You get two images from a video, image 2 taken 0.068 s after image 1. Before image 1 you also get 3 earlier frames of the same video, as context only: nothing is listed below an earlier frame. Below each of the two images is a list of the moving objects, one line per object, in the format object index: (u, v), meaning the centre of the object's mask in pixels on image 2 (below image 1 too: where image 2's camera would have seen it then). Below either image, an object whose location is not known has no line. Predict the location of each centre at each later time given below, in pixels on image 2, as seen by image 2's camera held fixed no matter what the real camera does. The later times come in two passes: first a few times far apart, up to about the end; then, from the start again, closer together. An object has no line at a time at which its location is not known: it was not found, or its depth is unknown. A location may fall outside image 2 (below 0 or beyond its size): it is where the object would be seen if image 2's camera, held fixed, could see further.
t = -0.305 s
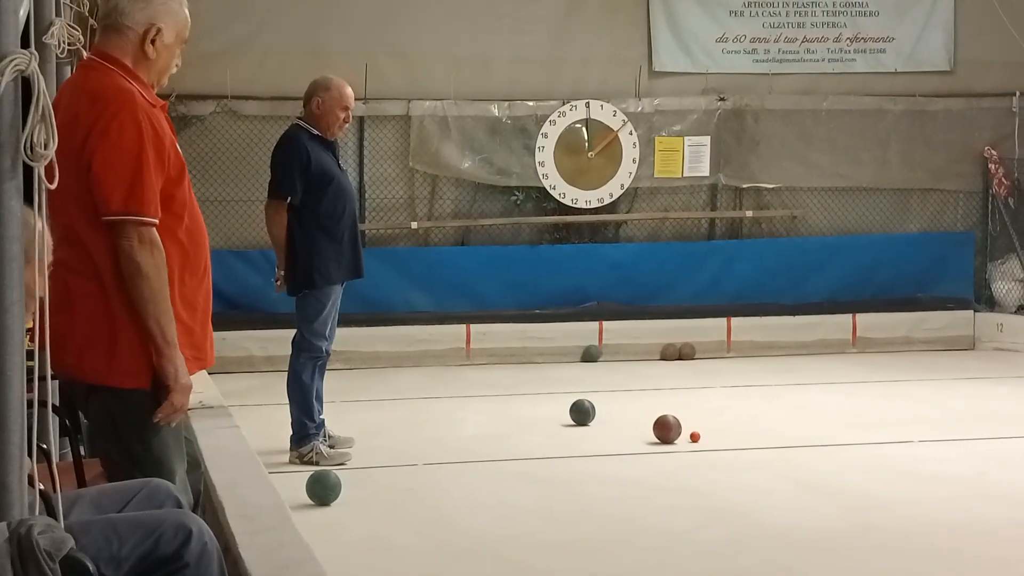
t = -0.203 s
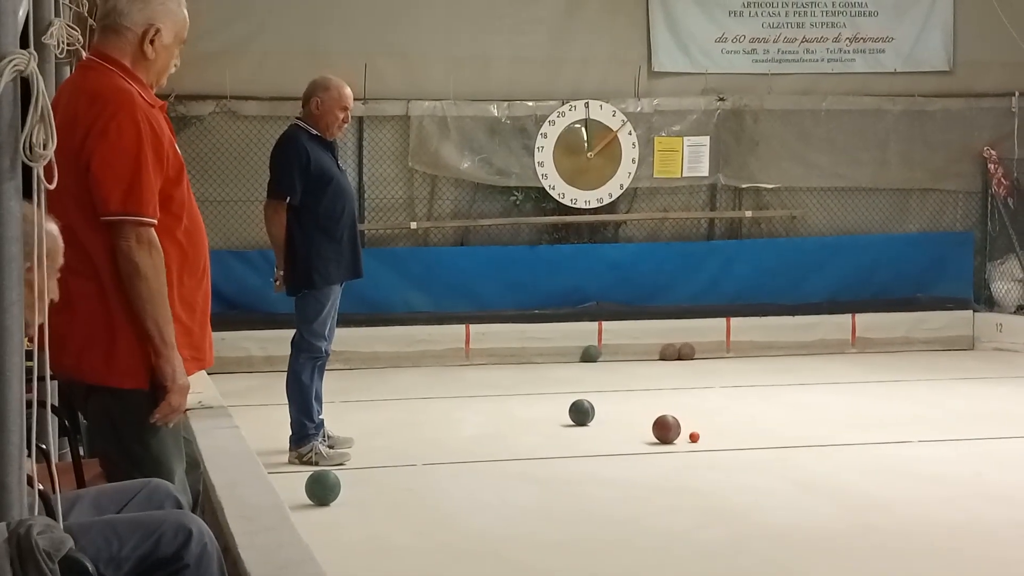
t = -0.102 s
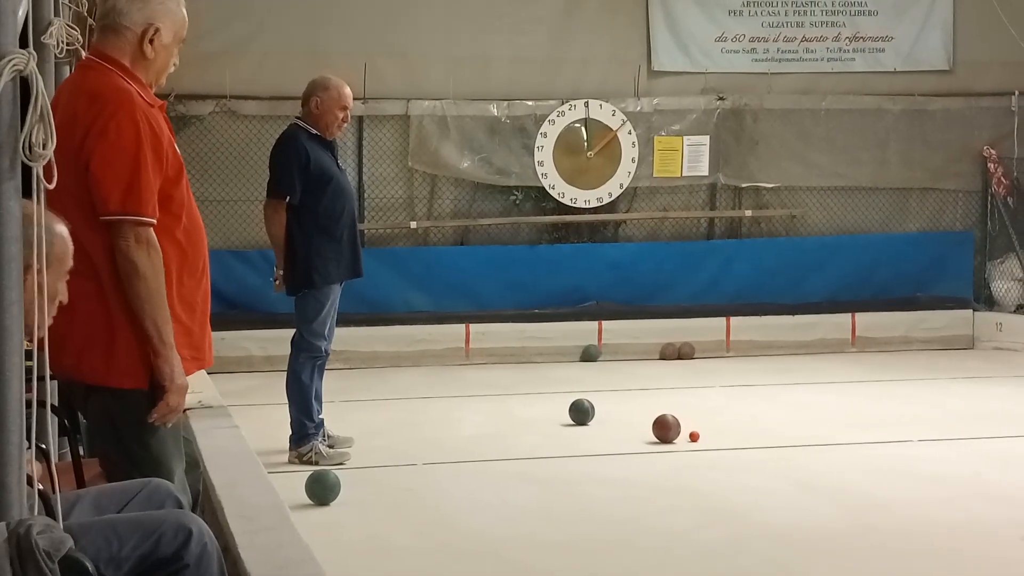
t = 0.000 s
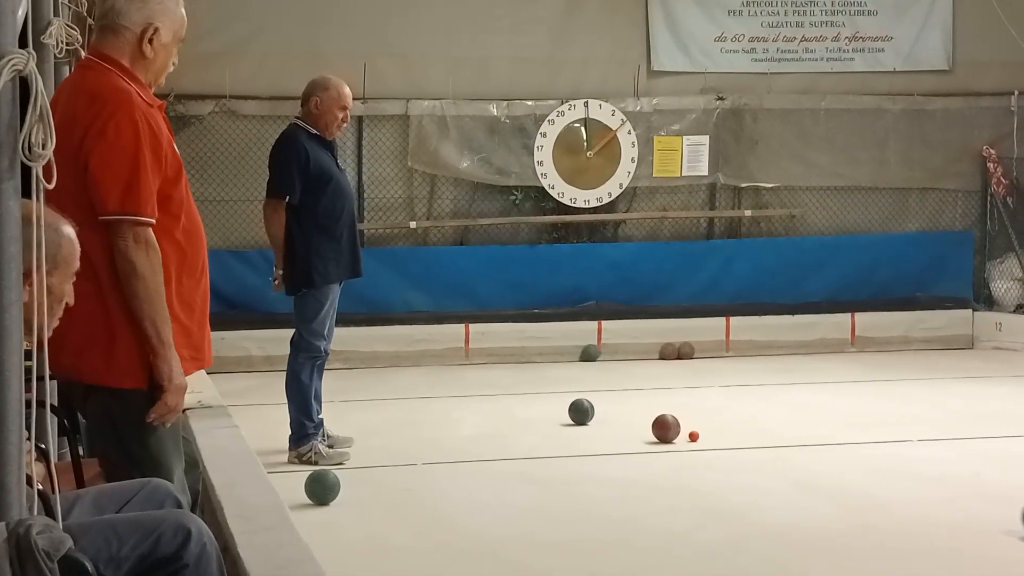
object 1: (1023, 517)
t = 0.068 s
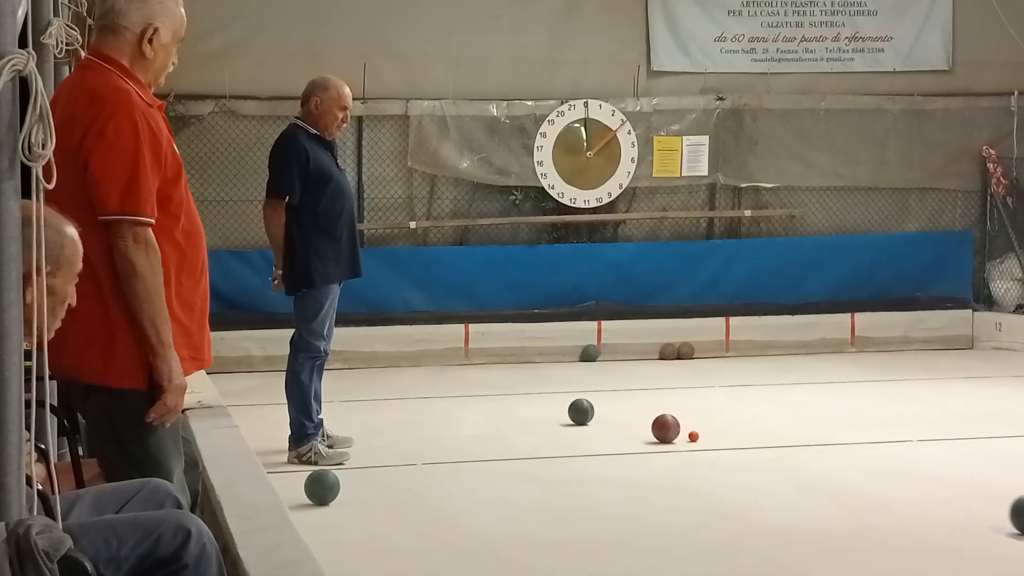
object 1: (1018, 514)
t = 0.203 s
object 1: (1005, 507)
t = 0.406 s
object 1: (972, 498)
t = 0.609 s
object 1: (942, 489)
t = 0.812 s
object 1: (915, 481)
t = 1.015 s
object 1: (891, 474)
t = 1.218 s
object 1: (868, 467)
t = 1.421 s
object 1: (847, 462)
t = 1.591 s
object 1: (831, 457)
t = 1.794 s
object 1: (814, 452)
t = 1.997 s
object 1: (798, 447)
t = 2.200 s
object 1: (783, 443)
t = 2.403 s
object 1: (770, 439)
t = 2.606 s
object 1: (757, 436)
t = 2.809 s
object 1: (746, 433)
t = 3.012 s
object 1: (736, 431)
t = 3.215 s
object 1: (727, 428)
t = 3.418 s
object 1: (719, 426)
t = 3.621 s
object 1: (713, 424)
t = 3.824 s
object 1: (707, 422)
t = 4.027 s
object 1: (703, 421)
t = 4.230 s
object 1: (699, 420)
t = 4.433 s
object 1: (695, 419)
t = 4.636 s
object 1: (691, 418)
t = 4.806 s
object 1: (689, 418)
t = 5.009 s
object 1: (687, 417)
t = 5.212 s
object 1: (685, 416)
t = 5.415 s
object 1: (684, 416)
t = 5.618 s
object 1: (683, 416)
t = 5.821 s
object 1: (683, 416)
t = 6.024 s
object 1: (683, 416)
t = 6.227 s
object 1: (683, 416)
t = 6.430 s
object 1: (683, 416)
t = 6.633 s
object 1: (683, 416)
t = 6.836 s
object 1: (683, 415)
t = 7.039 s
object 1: (683, 416)
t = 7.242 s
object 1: (683, 416)
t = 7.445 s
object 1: (683, 416)
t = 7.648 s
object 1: (683, 416)
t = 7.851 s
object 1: (683, 416)
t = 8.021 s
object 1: (683, 416)
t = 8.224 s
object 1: (683, 416)
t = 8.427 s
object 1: (683, 416)
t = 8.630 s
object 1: (684, 416)
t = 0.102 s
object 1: (1015, 512)
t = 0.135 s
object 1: (1012, 511)
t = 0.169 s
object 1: (1009, 509)
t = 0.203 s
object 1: (1005, 507)
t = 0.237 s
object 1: (999, 506)
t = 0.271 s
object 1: (993, 504)
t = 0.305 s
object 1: (988, 503)
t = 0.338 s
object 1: (982, 501)
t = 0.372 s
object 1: (977, 499)
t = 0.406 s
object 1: (972, 498)
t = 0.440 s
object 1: (967, 496)
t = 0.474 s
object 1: (962, 495)
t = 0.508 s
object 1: (957, 493)
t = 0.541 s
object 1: (952, 492)
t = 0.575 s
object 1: (947, 491)
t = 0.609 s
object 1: (942, 489)
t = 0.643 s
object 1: (938, 488)
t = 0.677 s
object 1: (933, 486)
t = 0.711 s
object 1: (928, 485)
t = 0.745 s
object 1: (924, 483)
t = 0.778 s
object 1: (919, 482)
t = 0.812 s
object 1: (915, 481)
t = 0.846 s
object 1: (911, 480)
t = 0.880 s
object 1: (906, 479)
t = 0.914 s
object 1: (902, 478)
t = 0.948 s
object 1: (898, 476)
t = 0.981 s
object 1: (894, 475)
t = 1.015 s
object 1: (891, 474)
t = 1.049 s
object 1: (887, 473)
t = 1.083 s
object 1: (882, 472)
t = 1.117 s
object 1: (879, 471)
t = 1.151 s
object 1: (875, 469)
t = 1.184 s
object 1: (871, 469)
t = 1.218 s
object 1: (868, 467)
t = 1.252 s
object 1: (864, 466)
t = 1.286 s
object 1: (861, 465)
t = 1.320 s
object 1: (857, 464)
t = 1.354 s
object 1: (854, 464)
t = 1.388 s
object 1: (850, 463)
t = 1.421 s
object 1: (847, 462)
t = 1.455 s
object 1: (844, 461)
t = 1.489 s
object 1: (841, 460)
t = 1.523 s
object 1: (837, 459)
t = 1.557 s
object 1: (834, 458)
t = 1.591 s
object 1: (831, 457)
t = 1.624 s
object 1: (828, 456)
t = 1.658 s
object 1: (825, 455)
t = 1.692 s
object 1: (823, 454)
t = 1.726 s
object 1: (820, 453)
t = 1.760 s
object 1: (817, 453)
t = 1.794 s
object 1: (814, 452)
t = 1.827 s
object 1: (811, 451)
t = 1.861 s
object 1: (809, 450)
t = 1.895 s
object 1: (806, 449)
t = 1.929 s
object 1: (803, 449)
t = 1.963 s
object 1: (800, 448)
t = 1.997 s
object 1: (798, 447)
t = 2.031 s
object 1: (795, 447)
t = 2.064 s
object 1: (793, 446)
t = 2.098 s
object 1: (790, 445)
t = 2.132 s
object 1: (788, 445)
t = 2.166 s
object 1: (785, 444)
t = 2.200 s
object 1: (783, 443)
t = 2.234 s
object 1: (781, 443)
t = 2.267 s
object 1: (778, 442)
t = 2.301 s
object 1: (776, 441)
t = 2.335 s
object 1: (774, 440)
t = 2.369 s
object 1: (772, 440)
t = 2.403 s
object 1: (770, 439)
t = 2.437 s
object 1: (767, 439)
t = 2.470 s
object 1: (765, 438)
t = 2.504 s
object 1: (763, 438)
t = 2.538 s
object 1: (761, 437)
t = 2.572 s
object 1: (759, 437)
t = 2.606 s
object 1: (757, 436)
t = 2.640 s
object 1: (755, 436)
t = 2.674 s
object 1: (753, 435)
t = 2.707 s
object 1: (751, 435)
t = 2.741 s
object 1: (750, 434)
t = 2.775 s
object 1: (748, 433)
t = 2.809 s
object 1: (746, 433)
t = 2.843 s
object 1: (745, 433)
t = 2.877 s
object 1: (743, 432)
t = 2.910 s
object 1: (741, 432)
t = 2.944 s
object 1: (740, 431)
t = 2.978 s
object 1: (738, 431)
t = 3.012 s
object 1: (736, 431)
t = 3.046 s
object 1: (735, 430)
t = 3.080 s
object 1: (733, 430)
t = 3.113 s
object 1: (732, 429)
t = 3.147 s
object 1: (730, 429)
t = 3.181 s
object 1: (729, 428)
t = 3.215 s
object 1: (727, 428)
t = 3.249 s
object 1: (726, 427)
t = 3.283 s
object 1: (724, 427)
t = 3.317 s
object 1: (723, 427)
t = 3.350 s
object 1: (722, 426)
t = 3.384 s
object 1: (721, 426)
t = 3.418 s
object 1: (719, 426)
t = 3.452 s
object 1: (718, 425)
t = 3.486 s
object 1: (717, 425)
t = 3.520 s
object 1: (716, 425)
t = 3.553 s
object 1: (715, 425)
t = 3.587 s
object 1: (714, 424)
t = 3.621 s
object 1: (713, 424)
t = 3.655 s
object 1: (712, 424)
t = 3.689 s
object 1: (711, 424)
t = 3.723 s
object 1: (710, 423)
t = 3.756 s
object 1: (709, 423)
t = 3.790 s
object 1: (708, 423)
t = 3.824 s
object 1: (707, 422)
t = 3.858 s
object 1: (707, 422)
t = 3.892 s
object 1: (706, 422)
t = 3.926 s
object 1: (705, 422)
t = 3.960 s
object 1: (704, 421)
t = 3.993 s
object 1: (704, 421)
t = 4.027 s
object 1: (703, 421)
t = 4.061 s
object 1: (702, 421)
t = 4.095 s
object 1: (702, 420)
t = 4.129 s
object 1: (701, 420)
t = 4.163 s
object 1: (700, 420)
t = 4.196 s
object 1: (699, 420)
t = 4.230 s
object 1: (699, 420)
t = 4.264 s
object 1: (698, 419)
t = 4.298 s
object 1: (698, 419)
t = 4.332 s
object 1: (697, 419)
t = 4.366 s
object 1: (696, 419)
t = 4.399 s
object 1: (695, 419)
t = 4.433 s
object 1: (695, 419)
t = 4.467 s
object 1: (694, 418)
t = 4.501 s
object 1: (693, 418)
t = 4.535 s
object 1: (693, 418)
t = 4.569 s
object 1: (692, 418)
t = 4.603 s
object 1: (692, 418)
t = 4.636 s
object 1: (691, 418)
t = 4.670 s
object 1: (691, 418)
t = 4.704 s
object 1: (690, 418)
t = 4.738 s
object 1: (690, 418)
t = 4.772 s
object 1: (689, 418)
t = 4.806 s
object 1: (689, 418)
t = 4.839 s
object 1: (689, 418)
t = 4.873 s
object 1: (688, 417)
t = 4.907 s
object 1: (688, 418)
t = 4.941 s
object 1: (687, 417)
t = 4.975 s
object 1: (687, 417)
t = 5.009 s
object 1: (687, 417)
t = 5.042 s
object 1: (686, 417)
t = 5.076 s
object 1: (686, 417)
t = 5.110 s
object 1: (686, 417)
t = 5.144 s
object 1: (686, 417)
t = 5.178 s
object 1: (685, 416)
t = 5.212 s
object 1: (685, 416)
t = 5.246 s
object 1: (685, 416)
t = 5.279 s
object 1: (684, 416)
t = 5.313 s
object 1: (684, 416)
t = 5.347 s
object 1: (684, 416)
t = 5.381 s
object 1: (684, 416)
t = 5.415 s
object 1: (684, 416)
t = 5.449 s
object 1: (684, 416)
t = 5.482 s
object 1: (684, 416)
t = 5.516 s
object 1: (683, 416)
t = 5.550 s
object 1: (683, 416)
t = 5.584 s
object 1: (683, 416)
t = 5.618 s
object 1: (683, 416)
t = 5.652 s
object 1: (683, 416)
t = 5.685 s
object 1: (683, 416)
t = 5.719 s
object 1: (683, 416)
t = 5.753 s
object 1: (683, 416)
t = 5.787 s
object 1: (683, 416)
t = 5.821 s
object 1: (683, 416)
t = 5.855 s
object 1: (683, 416)
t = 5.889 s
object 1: (683, 416)
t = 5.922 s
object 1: (683, 416)
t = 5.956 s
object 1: (683, 416)
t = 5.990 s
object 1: (683, 416)
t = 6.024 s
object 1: (683, 416)
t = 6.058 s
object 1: (683, 416)
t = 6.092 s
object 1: (684, 416)
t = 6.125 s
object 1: (683, 416)
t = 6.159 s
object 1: (683, 416)
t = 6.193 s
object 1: (683, 416)
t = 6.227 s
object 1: (683, 416)
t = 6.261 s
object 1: (683, 416)
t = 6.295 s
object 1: (683, 416)
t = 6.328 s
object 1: (683, 416)
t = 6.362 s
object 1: (683, 416)
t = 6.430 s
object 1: (683, 416)
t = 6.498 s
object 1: (683, 416)
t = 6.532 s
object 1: (683, 416)
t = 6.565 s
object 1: (683, 416)
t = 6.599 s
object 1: (683, 416)
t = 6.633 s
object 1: (683, 416)
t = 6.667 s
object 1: (683, 416)
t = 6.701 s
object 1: (683, 415)
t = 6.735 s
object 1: (683, 416)
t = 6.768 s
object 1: (683, 416)
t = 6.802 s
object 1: (683, 415)
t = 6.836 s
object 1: (683, 415)
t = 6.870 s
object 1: (683, 415)
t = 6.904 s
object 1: (683, 416)
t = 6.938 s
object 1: (683, 415)
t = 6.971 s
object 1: (683, 415)
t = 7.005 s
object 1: (683, 416)
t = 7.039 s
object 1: (683, 416)
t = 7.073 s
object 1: (683, 416)
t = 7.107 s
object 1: (683, 416)
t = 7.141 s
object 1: (683, 416)
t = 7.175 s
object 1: (683, 416)
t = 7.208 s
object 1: (683, 416)
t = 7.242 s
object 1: (683, 416)
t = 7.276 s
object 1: (683, 416)
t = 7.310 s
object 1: (683, 416)
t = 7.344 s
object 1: (683, 416)
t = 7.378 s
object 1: (683, 416)
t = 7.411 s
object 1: (683, 416)
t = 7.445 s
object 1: (683, 416)
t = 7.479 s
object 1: (683, 416)
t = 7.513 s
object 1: (683, 416)
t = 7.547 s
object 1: (683, 416)
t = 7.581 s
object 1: (683, 416)
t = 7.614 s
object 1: (683, 416)
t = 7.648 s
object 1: (683, 416)
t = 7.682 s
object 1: (683, 416)
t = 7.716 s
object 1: (683, 416)
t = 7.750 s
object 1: (683, 416)
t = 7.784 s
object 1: (683, 416)
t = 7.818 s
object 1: (683, 416)
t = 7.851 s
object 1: (683, 416)
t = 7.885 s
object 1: (683, 416)
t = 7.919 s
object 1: (683, 416)
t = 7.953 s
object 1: (683, 416)
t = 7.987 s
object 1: (683, 416)
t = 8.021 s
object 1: (683, 416)
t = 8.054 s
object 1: (683, 416)
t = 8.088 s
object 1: (683, 416)
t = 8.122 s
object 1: (683, 416)
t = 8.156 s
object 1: (683, 416)
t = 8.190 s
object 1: (683, 416)
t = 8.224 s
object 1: (683, 416)
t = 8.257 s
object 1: (683, 416)
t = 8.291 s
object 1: (683, 416)
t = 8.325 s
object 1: (683, 416)
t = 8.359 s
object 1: (683, 416)
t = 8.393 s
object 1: (683, 416)
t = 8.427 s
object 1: (683, 416)
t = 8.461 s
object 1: (683, 416)
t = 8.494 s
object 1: (683, 416)
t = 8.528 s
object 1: (683, 416)
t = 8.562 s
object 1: (683, 416)
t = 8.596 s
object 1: (683, 416)
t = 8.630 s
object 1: (684, 416)
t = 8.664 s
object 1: (683, 416)
